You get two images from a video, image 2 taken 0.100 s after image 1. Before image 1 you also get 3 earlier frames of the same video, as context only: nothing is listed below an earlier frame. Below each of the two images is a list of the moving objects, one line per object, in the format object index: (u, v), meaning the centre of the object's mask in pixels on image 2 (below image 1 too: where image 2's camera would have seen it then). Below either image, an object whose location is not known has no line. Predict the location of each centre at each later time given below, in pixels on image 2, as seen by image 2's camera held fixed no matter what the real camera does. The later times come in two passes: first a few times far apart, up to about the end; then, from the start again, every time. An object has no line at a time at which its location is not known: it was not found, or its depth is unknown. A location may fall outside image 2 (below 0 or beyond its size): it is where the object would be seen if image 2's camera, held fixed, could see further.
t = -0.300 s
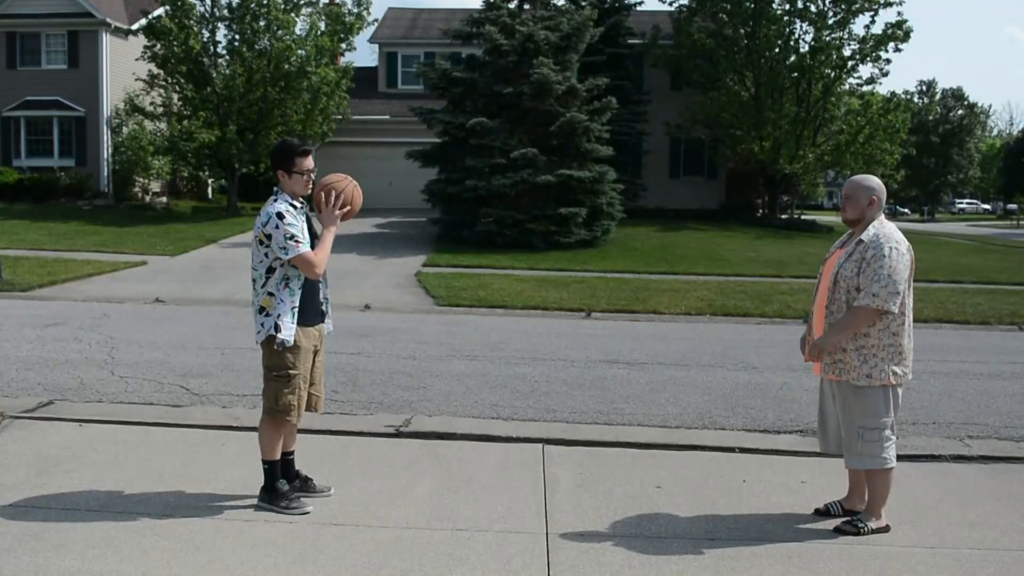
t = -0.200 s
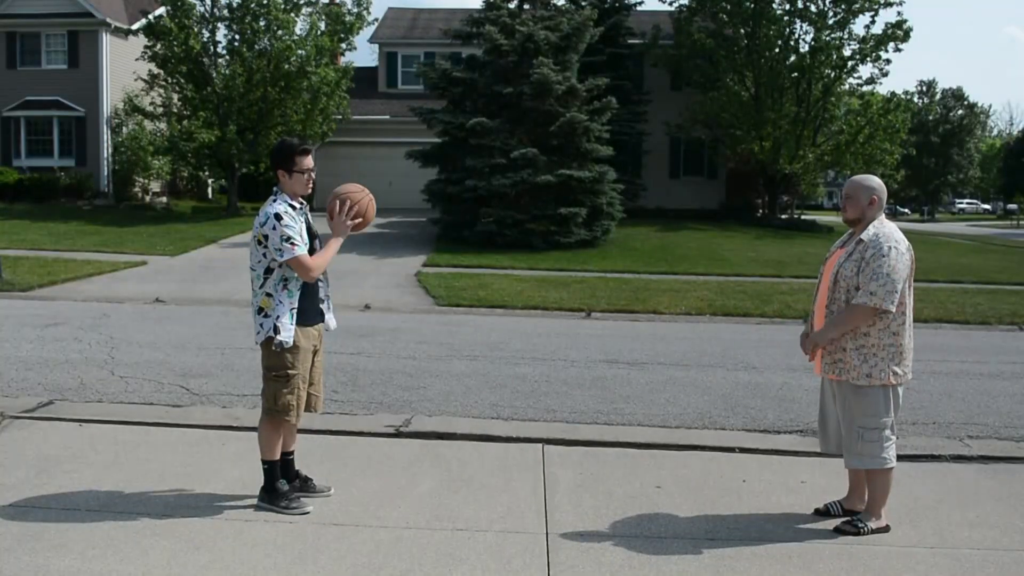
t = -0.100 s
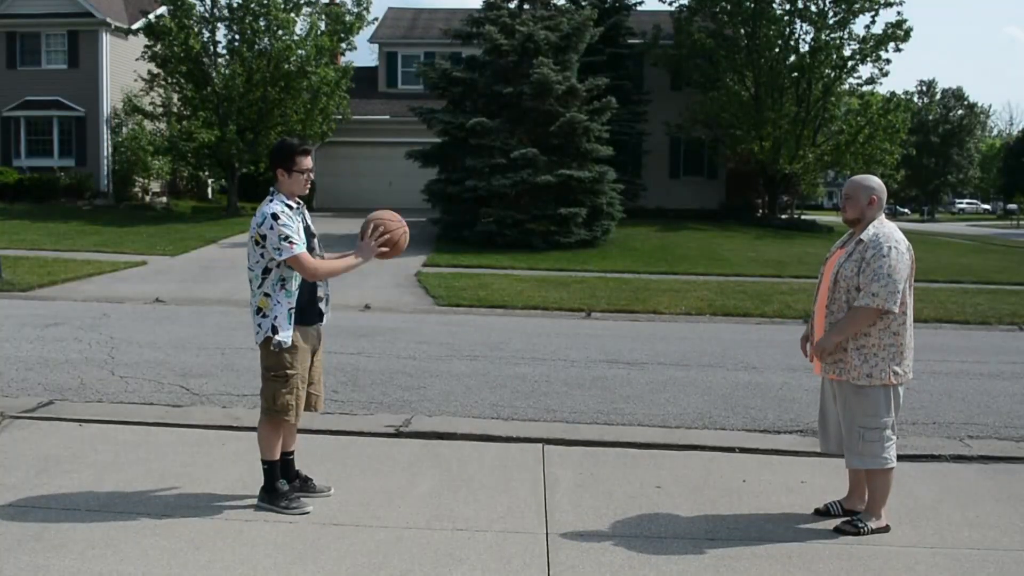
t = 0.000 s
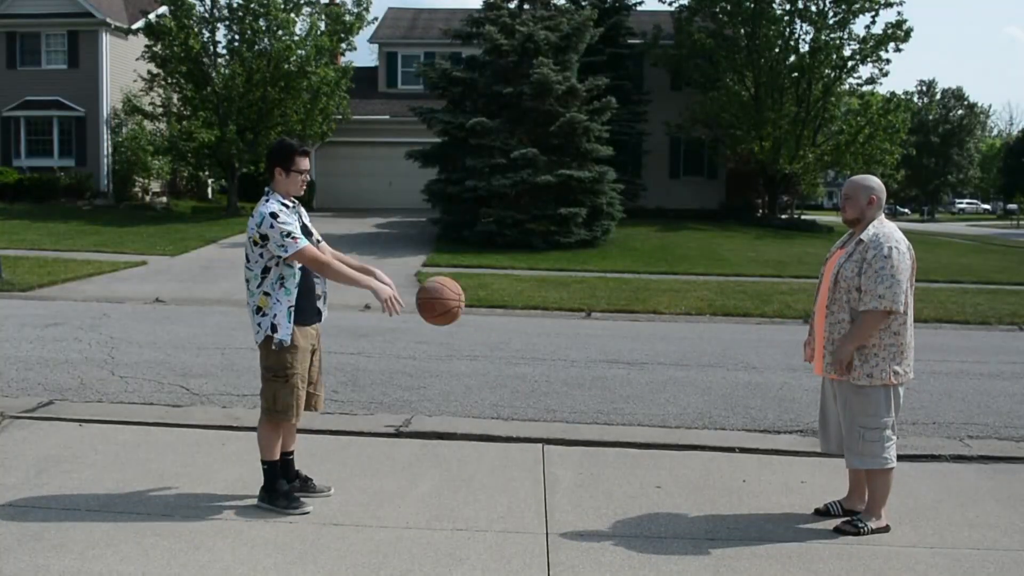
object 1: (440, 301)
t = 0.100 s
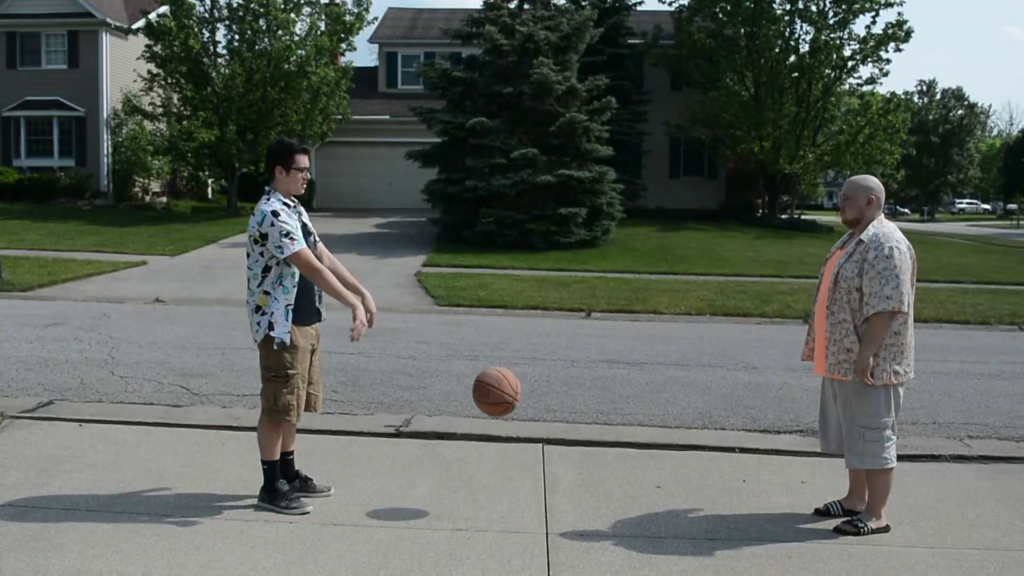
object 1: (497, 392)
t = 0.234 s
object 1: (564, 460)
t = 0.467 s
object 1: (660, 308)
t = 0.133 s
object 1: (515, 426)
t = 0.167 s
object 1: (534, 463)
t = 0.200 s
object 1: (551, 490)
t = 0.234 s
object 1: (564, 460)
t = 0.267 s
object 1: (578, 432)
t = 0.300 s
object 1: (592, 406)
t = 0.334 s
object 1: (606, 382)
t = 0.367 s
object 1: (620, 361)
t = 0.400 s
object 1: (634, 341)
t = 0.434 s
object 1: (647, 324)
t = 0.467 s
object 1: (660, 308)
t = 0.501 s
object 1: (674, 295)
